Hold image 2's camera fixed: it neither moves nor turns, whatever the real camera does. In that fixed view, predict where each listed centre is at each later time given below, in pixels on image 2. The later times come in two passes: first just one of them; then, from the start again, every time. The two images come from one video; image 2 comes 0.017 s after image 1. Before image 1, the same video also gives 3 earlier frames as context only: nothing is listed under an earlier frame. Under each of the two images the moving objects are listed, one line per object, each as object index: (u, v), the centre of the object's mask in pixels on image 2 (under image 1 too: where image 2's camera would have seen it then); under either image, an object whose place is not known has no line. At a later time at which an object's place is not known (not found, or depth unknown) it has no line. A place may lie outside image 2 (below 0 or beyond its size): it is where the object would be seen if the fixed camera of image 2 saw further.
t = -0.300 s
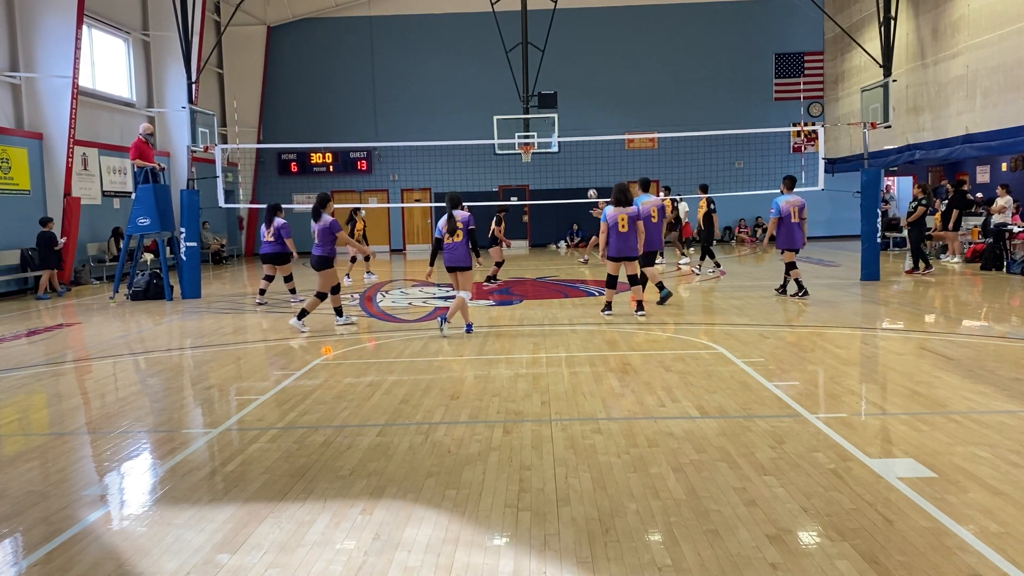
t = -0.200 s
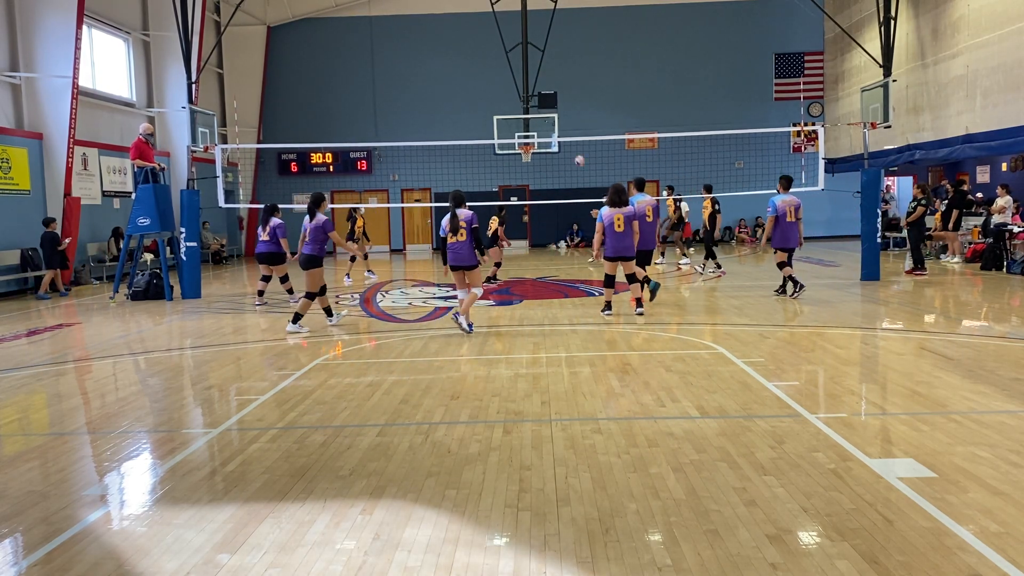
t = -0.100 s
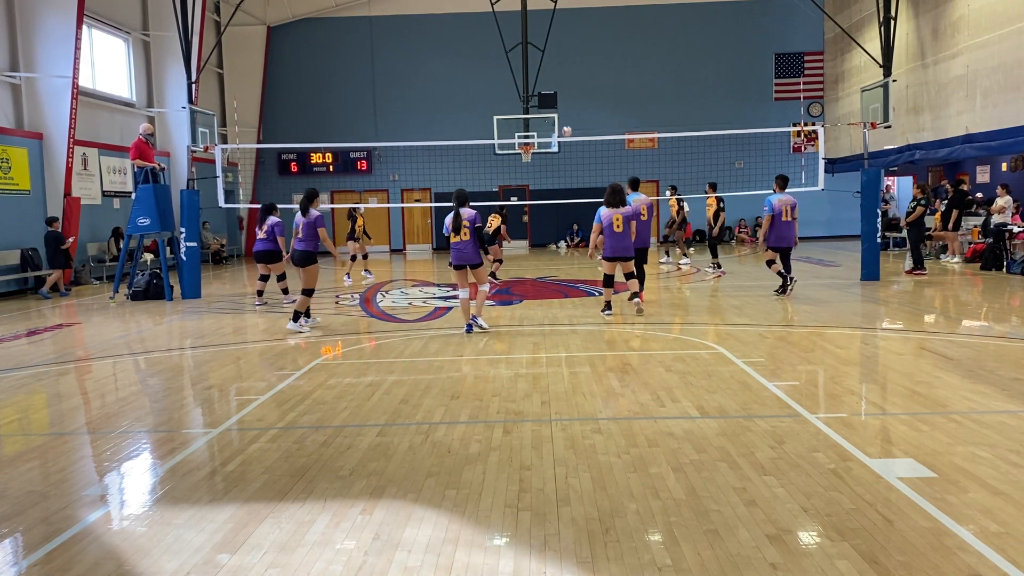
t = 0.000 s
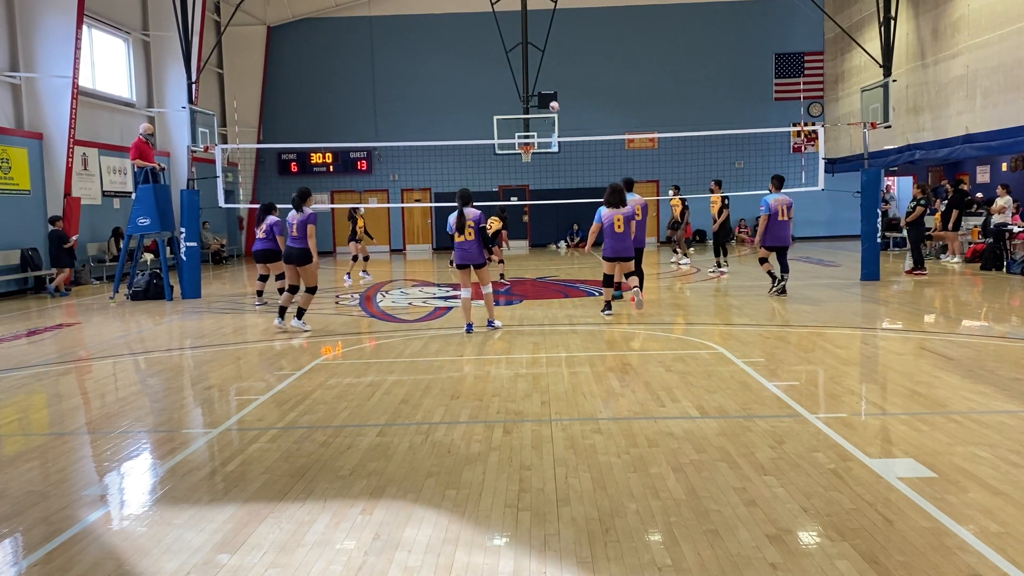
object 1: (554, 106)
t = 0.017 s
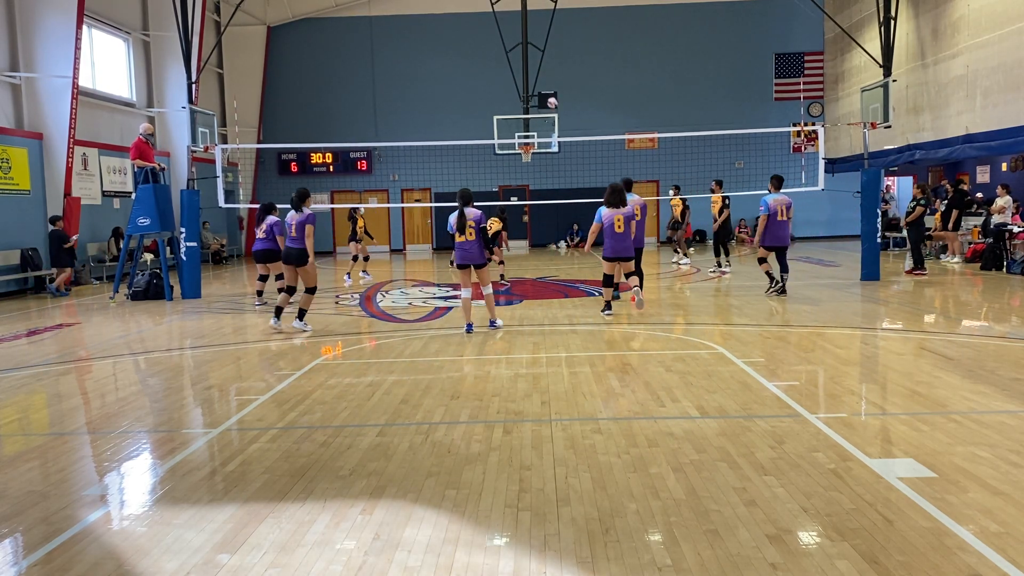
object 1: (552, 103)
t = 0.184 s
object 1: (531, 72)
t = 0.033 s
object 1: (550, 99)
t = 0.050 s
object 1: (548, 95)
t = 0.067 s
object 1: (546, 92)
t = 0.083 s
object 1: (543, 89)
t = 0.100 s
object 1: (541, 86)
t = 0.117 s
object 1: (540, 83)
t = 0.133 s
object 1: (537, 80)
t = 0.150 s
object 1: (535, 78)
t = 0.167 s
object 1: (533, 74)
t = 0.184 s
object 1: (531, 72)
